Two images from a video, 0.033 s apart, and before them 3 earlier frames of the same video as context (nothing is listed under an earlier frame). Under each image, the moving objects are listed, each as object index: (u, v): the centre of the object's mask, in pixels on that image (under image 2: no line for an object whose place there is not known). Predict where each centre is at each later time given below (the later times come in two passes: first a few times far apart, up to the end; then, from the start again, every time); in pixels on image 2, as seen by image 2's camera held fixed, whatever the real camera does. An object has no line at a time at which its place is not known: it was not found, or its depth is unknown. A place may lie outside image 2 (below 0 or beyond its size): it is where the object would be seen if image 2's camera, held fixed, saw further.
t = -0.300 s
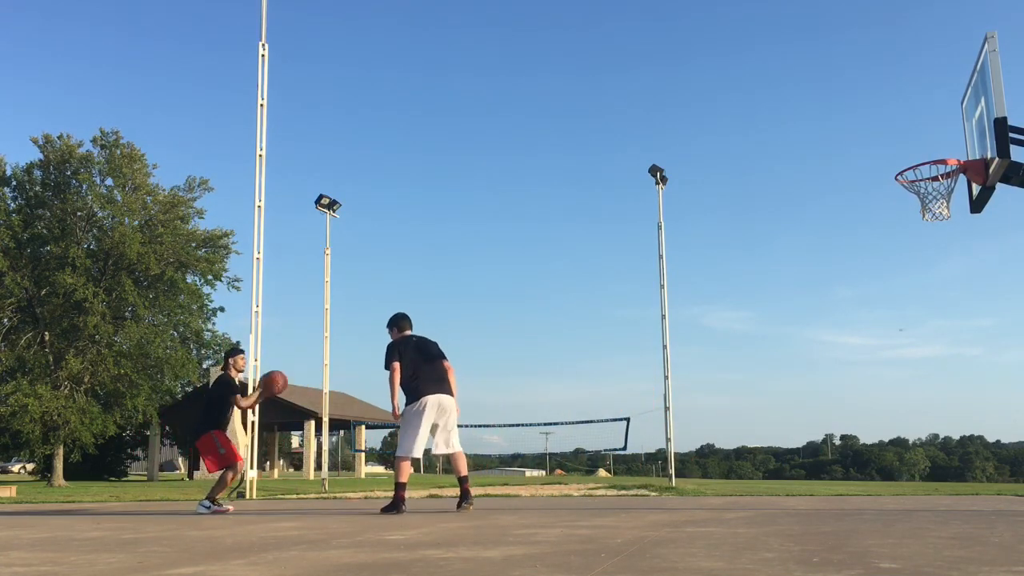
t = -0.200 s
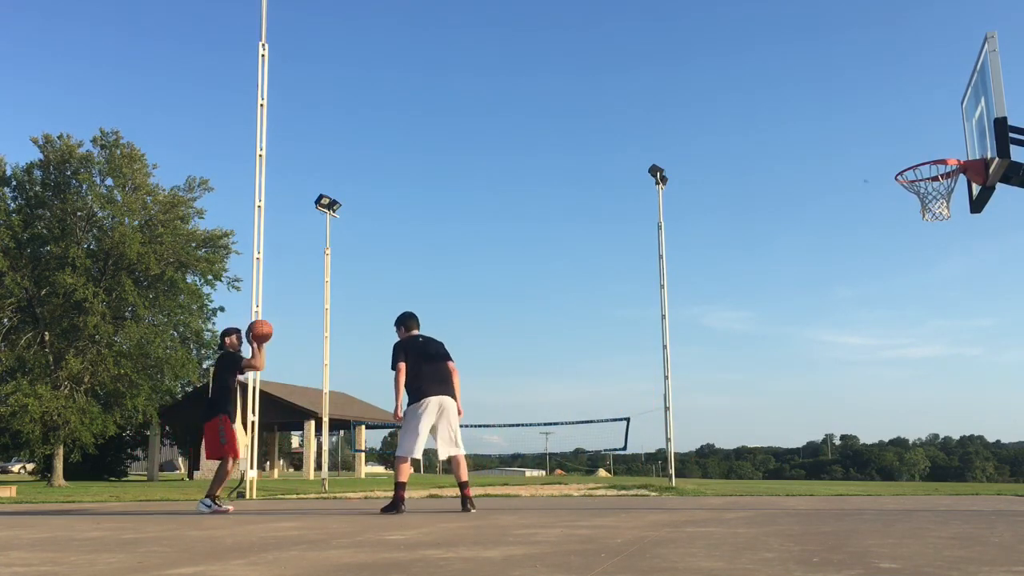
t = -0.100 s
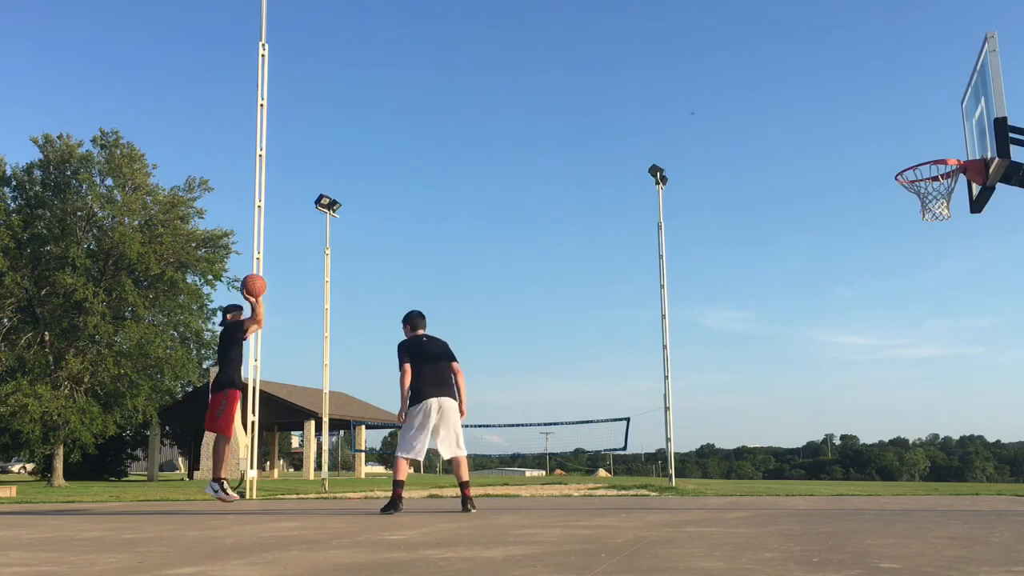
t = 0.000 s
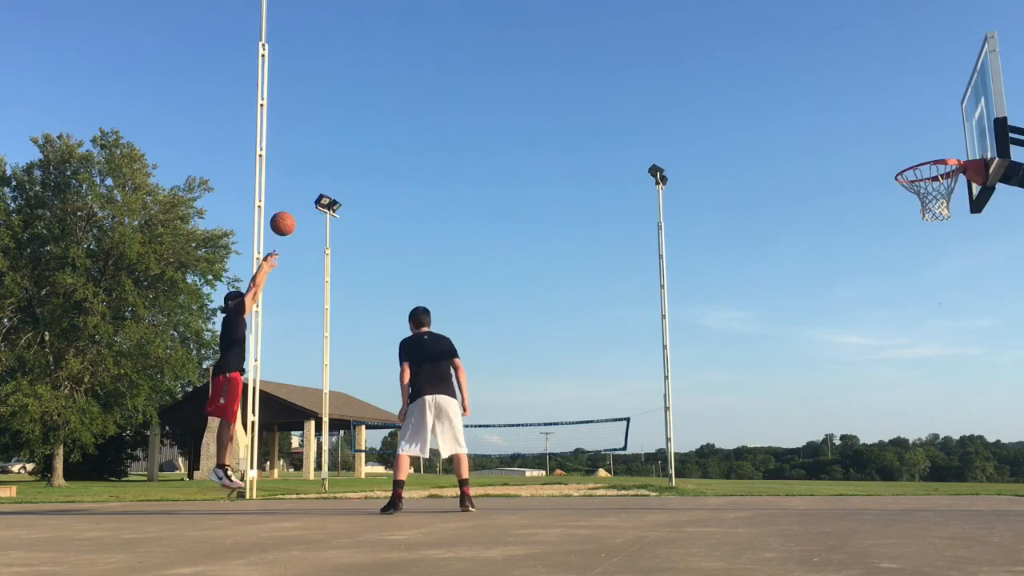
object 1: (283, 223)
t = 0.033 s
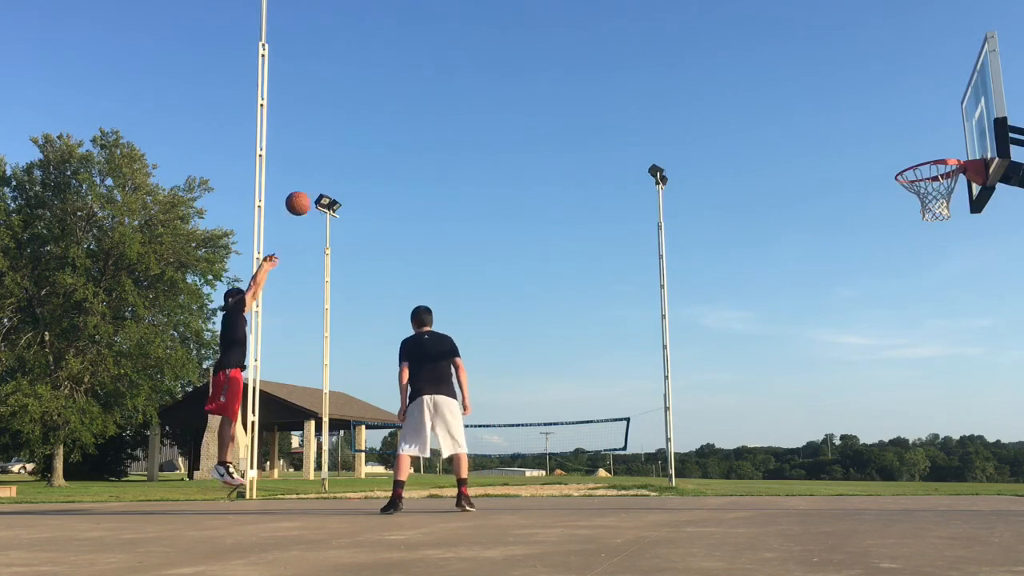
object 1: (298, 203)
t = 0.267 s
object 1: (406, 88)
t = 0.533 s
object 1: (533, 15)
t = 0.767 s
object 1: (654, 8)
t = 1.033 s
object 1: (810, 65)
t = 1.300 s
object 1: (922, 147)
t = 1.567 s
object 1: (861, 96)
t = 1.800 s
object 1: (807, 130)
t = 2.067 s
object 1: (739, 296)
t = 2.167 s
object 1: (712, 408)
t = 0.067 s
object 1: (313, 184)
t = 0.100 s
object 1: (328, 165)
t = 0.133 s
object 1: (344, 148)
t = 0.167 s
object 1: (359, 132)
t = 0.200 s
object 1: (375, 116)
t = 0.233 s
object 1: (390, 102)
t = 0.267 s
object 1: (406, 88)
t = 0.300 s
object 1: (422, 76)
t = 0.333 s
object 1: (437, 64)
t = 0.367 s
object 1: (453, 54)
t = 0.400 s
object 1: (469, 44)
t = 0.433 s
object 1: (484, 35)
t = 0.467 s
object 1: (501, 28)
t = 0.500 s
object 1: (517, 21)
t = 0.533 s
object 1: (533, 15)
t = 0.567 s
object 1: (550, 11)
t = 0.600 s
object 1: (567, 9)
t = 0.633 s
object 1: (584, 8)
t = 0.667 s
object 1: (601, 7)
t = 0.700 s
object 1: (618, 7)
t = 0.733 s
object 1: (636, 8)
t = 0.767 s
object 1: (654, 8)
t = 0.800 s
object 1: (672, 10)
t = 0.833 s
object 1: (691, 13)
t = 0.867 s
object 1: (710, 18)
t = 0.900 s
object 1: (729, 25)
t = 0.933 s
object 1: (749, 33)
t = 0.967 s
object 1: (769, 42)
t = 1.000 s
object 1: (790, 53)
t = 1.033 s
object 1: (810, 65)
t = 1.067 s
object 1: (832, 79)
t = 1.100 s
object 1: (854, 94)
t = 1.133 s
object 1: (877, 111)
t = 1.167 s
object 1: (900, 130)
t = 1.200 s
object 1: (924, 150)
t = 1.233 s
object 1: (935, 158)
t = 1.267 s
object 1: (930, 155)
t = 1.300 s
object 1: (922, 147)
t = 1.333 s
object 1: (914, 136)
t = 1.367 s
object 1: (907, 127)
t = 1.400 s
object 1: (899, 118)
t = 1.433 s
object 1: (892, 111)
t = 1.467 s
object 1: (884, 105)
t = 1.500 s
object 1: (877, 101)
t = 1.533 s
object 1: (869, 98)
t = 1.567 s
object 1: (861, 96)
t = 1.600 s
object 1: (854, 96)
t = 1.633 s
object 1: (846, 97)
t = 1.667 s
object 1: (839, 100)
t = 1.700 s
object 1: (831, 105)
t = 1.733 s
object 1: (823, 112)
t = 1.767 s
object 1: (815, 120)
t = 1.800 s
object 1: (807, 130)
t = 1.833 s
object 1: (799, 142)
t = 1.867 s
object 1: (791, 157)
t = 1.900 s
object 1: (782, 174)
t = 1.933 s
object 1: (774, 193)
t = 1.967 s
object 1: (765, 214)
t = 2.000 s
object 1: (757, 238)
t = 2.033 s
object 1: (748, 265)
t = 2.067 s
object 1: (739, 296)
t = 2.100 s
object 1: (730, 329)
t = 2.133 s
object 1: (721, 367)
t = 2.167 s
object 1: (712, 408)
